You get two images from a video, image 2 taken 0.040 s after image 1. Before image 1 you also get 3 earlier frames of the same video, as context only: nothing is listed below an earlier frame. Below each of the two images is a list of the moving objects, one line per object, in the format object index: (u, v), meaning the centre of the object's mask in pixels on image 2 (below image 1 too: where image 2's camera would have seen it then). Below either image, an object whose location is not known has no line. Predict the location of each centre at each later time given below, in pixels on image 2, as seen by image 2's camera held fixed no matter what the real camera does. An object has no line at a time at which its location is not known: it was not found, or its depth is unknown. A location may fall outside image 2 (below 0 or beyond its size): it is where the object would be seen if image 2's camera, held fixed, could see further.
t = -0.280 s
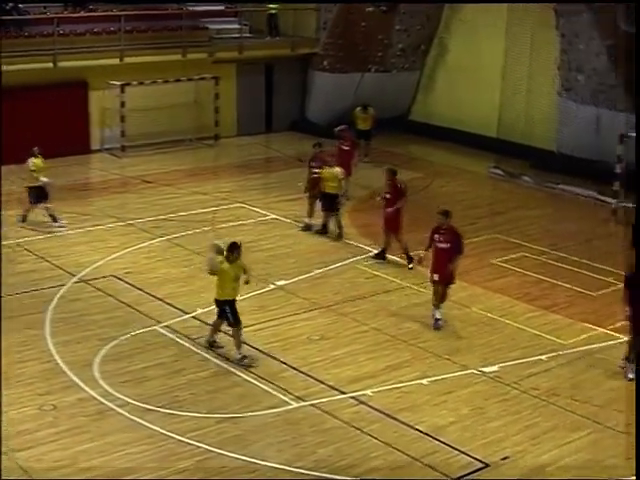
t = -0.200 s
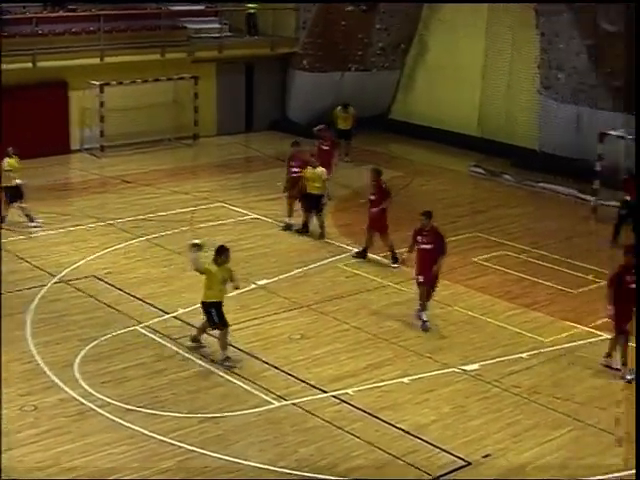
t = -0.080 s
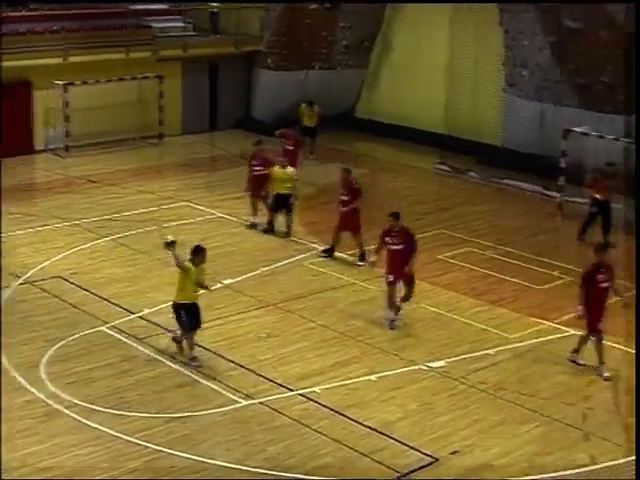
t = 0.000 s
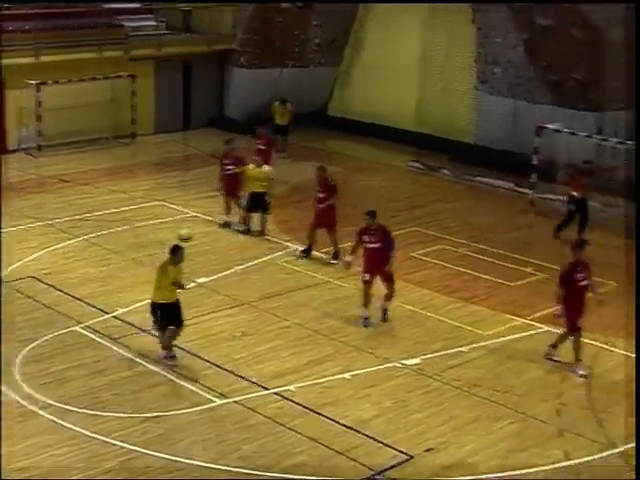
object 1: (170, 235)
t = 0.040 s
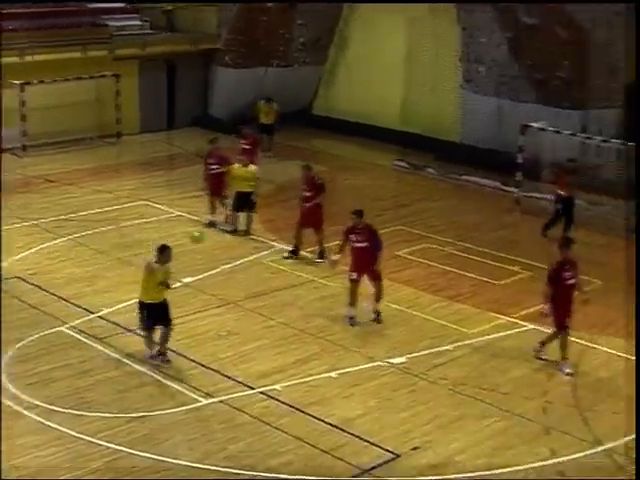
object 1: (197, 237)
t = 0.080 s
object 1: (222, 238)
